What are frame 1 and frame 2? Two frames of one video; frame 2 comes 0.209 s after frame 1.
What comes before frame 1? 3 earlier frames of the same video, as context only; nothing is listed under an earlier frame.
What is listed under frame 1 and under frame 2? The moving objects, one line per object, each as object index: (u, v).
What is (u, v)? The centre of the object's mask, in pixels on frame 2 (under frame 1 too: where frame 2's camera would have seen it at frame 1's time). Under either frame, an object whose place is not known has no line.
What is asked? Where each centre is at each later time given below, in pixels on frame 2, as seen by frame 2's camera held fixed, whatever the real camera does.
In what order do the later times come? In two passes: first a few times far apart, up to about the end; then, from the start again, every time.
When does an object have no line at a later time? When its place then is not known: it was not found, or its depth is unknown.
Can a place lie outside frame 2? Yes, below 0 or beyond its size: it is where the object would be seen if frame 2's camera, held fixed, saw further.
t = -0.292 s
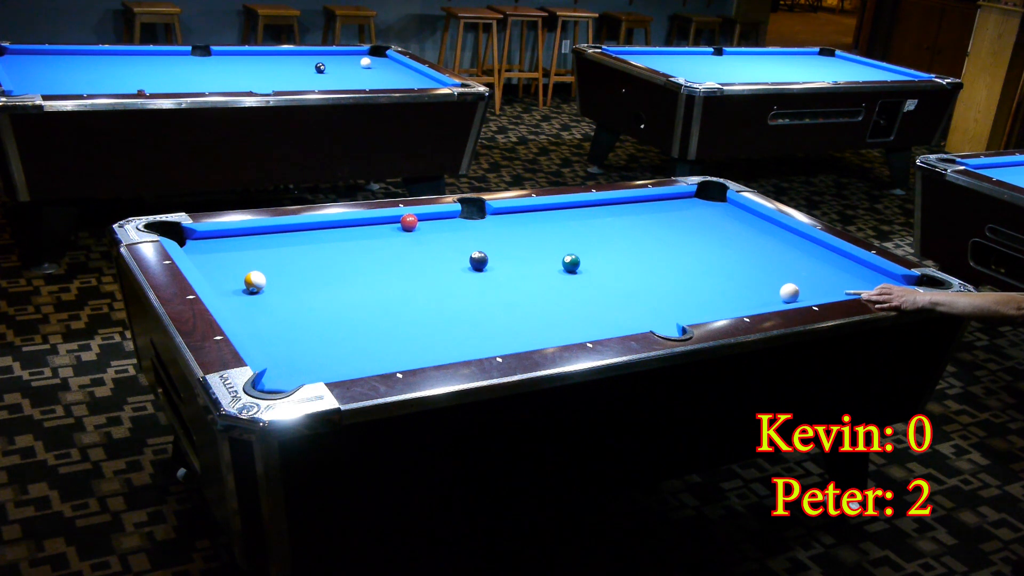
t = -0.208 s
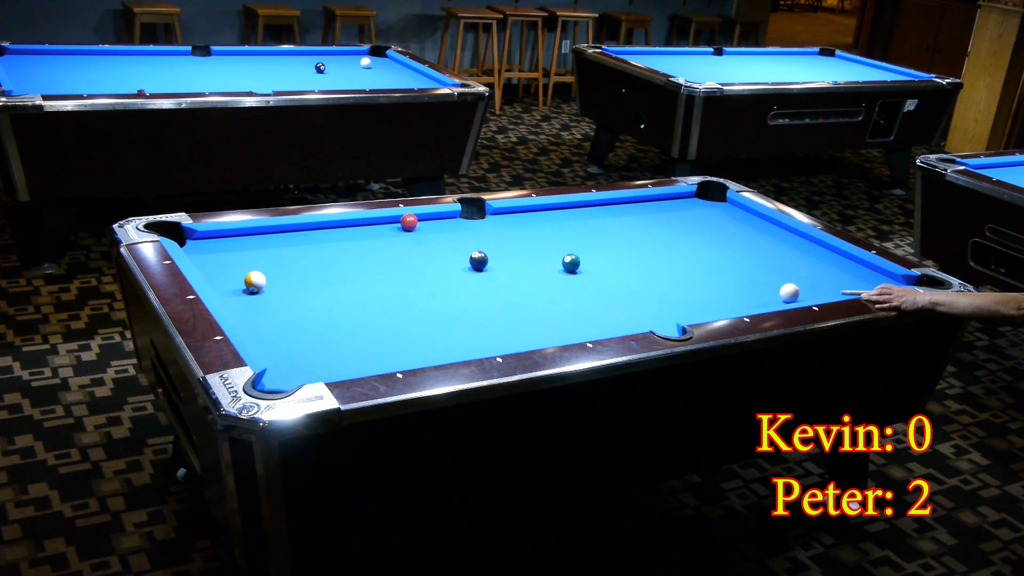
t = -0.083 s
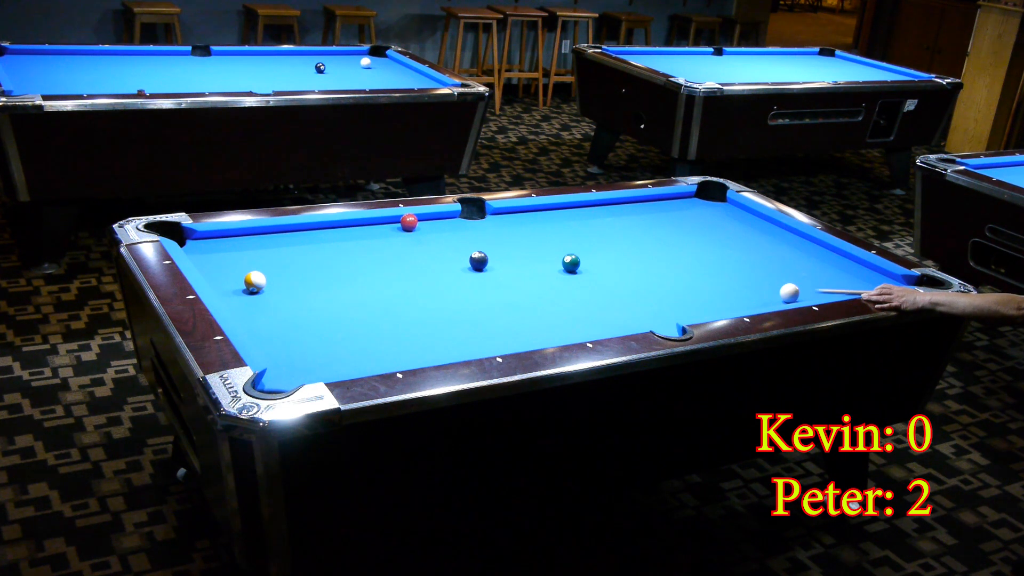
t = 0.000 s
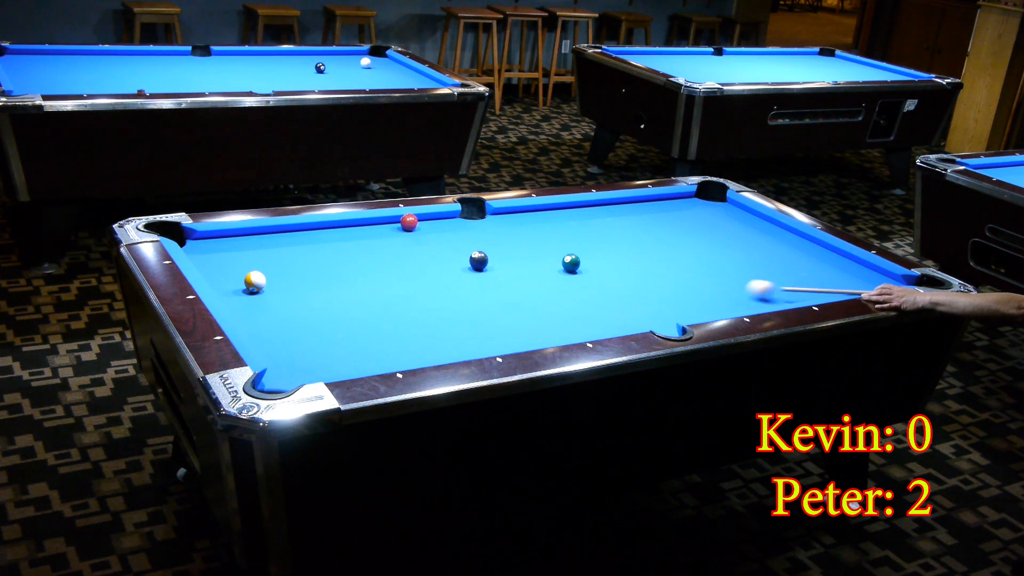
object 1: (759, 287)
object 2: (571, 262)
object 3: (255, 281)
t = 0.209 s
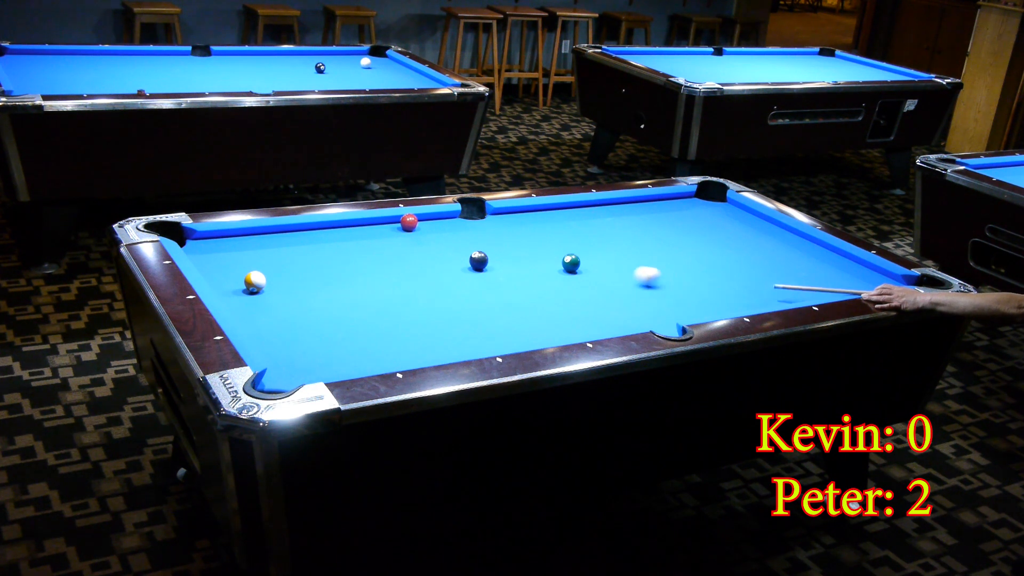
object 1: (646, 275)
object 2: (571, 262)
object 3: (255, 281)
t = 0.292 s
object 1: (603, 270)
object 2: (571, 262)
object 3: (255, 281)
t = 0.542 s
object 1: (510, 274)
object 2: (536, 246)
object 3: (255, 281)
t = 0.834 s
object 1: (398, 281)
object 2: (497, 227)
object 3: (255, 281)
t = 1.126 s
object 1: (281, 287)
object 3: (255, 281)
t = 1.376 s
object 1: (236, 300)
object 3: (218, 271)
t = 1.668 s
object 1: (276, 299)
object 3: (207, 261)
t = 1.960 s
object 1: (312, 297)
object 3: (213, 251)
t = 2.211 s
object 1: (341, 296)
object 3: (218, 243)
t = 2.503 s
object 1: (371, 295)
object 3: (223, 236)
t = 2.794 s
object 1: (398, 295)
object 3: (231, 237)
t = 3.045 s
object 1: (419, 294)
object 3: (237, 238)
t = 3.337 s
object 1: (440, 294)
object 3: (243, 240)
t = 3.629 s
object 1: (459, 294)
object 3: (247, 241)
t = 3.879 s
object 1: (473, 294)
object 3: (249, 241)
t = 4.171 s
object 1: (487, 293)
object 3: (249, 241)
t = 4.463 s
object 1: (497, 293)
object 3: (249, 241)
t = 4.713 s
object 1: (504, 292)
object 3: (249, 241)
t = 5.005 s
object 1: (510, 292)
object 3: (249, 241)
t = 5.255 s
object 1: (512, 292)
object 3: (249, 241)
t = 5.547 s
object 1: (513, 291)
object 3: (249, 241)
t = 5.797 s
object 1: (513, 291)
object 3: (249, 241)
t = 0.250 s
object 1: (624, 272)
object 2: (571, 262)
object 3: (255, 281)
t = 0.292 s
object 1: (603, 270)
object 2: (571, 262)
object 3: (255, 281)
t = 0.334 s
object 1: (583, 269)
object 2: (568, 261)
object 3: (255, 281)
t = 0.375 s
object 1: (569, 270)
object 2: (561, 256)
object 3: (255, 281)
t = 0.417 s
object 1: (555, 271)
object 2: (554, 254)
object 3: (255, 281)
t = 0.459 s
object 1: (541, 272)
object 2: (548, 251)
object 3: (255, 281)
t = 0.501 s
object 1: (525, 273)
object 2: (542, 248)
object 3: (255, 281)
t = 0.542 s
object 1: (510, 274)
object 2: (536, 246)
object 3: (255, 281)
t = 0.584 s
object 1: (495, 275)
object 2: (530, 243)
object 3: (255, 281)
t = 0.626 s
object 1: (479, 276)
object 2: (524, 240)
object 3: (255, 281)
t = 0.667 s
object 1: (462, 277)
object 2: (518, 237)
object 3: (255, 281)
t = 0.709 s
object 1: (447, 278)
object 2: (513, 235)
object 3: (255, 281)
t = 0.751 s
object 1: (430, 279)
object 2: (508, 232)
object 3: (255, 281)
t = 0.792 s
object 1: (414, 280)
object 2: (503, 229)
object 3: (255, 281)
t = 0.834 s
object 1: (398, 281)
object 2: (497, 227)
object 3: (255, 281)
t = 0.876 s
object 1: (382, 281)
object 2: (492, 225)
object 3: (255, 281)
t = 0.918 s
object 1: (365, 282)
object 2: (487, 221)
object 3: (255, 281)
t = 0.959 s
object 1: (349, 283)
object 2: (482, 219)
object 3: (255, 281)
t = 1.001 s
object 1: (332, 284)
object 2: (477, 216)
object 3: (255, 281)
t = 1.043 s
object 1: (315, 285)
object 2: (473, 214)
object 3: (255, 281)
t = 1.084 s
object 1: (298, 286)
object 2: (469, 213)
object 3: (255, 281)
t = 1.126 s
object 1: (281, 287)
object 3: (255, 281)
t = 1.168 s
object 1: (268, 289)
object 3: (251, 279)
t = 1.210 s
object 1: (258, 292)
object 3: (243, 277)
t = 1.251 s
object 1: (248, 295)
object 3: (236, 276)
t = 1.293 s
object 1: (237, 298)
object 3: (230, 275)
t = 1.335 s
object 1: (230, 299)
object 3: (224, 273)
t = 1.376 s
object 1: (236, 300)
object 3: (218, 271)
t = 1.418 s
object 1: (242, 300)
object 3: (212, 270)
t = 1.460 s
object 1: (248, 299)
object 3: (207, 268)
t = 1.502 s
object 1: (254, 299)
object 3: (205, 266)
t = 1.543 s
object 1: (260, 299)
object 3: (205, 265)
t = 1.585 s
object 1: (265, 299)
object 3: (206, 263)
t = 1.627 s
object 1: (271, 299)
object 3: (206, 262)
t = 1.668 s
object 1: (276, 299)
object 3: (207, 261)
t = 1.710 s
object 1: (282, 298)
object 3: (208, 259)
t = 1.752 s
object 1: (287, 297)
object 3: (209, 258)
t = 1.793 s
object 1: (292, 298)
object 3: (210, 256)
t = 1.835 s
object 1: (297, 297)
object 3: (211, 255)
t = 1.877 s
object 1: (303, 297)
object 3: (211, 253)
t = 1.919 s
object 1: (307, 297)
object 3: (212, 252)
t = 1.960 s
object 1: (312, 297)
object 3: (213, 251)
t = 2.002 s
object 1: (317, 297)
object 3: (214, 249)
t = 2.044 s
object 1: (322, 296)
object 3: (215, 248)
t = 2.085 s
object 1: (327, 296)
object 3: (215, 247)
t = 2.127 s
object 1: (332, 296)
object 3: (216, 245)
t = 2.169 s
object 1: (336, 296)
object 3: (217, 244)
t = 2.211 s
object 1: (341, 296)
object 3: (218, 243)
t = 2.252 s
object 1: (345, 296)
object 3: (219, 242)
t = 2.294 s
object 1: (350, 296)
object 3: (219, 241)
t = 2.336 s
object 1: (354, 296)
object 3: (220, 240)
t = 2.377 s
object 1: (359, 296)
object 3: (221, 239)
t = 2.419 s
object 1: (363, 295)
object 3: (221, 238)
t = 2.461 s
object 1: (367, 295)
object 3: (222, 237)
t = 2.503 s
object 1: (371, 295)
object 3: (223, 236)
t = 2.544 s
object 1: (375, 295)
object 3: (224, 235)
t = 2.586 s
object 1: (379, 295)
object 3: (225, 235)
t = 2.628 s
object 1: (383, 295)
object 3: (226, 235)
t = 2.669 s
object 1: (387, 295)
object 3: (227, 236)
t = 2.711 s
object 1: (390, 295)
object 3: (228, 236)
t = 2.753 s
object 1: (394, 295)
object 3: (229, 236)
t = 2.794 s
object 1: (398, 295)
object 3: (231, 237)
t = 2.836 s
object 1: (402, 295)
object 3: (232, 237)
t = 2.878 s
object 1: (405, 294)
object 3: (233, 237)
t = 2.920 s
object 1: (409, 295)
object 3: (234, 238)
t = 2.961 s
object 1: (412, 295)
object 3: (235, 238)
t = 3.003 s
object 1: (415, 294)
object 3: (236, 238)
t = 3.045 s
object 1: (419, 294)
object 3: (237, 238)
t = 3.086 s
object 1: (422, 294)
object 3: (238, 239)
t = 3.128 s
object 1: (425, 294)
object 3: (239, 239)
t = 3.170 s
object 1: (429, 294)
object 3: (240, 239)
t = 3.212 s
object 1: (432, 294)
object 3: (240, 239)
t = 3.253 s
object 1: (434, 294)
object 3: (241, 239)
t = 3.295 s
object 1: (438, 294)
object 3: (242, 240)
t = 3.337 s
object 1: (440, 294)
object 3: (243, 240)
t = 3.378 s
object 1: (443, 294)
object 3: (244, 240)
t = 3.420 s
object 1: (446, 294)
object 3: (244, 240)
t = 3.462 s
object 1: (449, 294)
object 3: (245, 240)
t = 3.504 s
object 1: (451, 294)
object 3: (246, 240)
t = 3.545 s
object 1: (454, 294)
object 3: (246, 240)
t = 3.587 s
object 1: (457, 294)
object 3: (247, 241)
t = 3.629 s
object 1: (459, 294)
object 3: (247, 241)
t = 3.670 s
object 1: (462, 294)
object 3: (247, 241)
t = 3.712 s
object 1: (464, 294)
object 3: (248, 241)
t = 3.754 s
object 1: (466, 294)
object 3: (248, 241)
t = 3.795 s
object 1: (469, 294)
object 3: (248, 241)
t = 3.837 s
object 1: (471, 293)
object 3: (249, 241)
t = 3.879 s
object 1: (473, 294)
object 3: (249, 241)
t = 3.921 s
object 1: (475, 294)
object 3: (249, 241)
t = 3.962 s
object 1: (477, 293)
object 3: (249, 241)
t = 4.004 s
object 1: (480, 293)
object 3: (249, 241)
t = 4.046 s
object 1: (482, 293)
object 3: (249, 241)
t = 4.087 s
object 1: (483, 293)
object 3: (249, 241)
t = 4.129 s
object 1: (485, 293)
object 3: (249, 241)
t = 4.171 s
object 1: (487, 293)
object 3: (249, 241)
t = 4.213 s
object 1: (489, 293)
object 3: (249, 241)
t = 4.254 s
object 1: (490, 293)
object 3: (249, 241)
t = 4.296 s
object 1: (492, 293)
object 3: (249, 241)
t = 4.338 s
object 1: (493, 293)
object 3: (249, 241)
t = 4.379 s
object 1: (495, 293)
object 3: (249, 241)
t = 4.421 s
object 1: (496, 293)
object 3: (249, 241)
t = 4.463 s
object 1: (497, 293)
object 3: (249, 241)
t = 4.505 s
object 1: (499, 293)
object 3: (249, 241)
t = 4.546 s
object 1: (500, 293)
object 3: (249, 241)
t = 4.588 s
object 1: (501, 293)
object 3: (249, 241)
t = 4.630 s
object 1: (502, 292)
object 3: (249, 241)
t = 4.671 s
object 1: (503, 292)
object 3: (249, 241)
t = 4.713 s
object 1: (504, 292)
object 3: (249, 241)
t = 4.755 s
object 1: (505, 292)
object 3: (249, 241)
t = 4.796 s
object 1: (506, 292)
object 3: (249, 241)
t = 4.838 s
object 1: (507, 292)
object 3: (249, 241)
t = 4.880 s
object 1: (508, 292)
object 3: (249, 241)
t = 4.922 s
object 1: (508, 292)
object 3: (249, 241)
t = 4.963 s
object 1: (509, 292)
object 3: (249, 241)
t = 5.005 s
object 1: (510, 292)
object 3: (249, 241)
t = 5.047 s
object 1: (510, 292)
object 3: (249, 241)
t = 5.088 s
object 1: (511, 292)
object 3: (249, 241)
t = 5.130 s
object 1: (511, 292)
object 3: (249, 241)
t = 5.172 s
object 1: (512, 292)
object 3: (249, 241)
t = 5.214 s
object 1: (512, 292)
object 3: (249, 241)
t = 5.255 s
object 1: (512, 292)
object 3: (249, 241)
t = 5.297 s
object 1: (513, 292)
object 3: (249, 241)
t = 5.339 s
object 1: (513, 291)
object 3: (249, 241)
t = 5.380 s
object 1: (513, 291)
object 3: (249, 241)
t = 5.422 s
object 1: (513, 291)
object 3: (249, 241)
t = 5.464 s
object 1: (513, 291)
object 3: (249, 241)
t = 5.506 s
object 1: (513, 291)
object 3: (249, 241)
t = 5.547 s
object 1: (513, 291)
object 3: (249, 241)
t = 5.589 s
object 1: (513, 291)
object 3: (249, 241)
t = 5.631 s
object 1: (513, 291)
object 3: (249, 241)
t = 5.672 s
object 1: (513, 291)
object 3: (249, 241)
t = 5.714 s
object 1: (513, 291)
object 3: (249, 241)
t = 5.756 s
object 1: (513, 291)
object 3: (249, 241)
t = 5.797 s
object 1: (513, 291)
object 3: (249, 241)
